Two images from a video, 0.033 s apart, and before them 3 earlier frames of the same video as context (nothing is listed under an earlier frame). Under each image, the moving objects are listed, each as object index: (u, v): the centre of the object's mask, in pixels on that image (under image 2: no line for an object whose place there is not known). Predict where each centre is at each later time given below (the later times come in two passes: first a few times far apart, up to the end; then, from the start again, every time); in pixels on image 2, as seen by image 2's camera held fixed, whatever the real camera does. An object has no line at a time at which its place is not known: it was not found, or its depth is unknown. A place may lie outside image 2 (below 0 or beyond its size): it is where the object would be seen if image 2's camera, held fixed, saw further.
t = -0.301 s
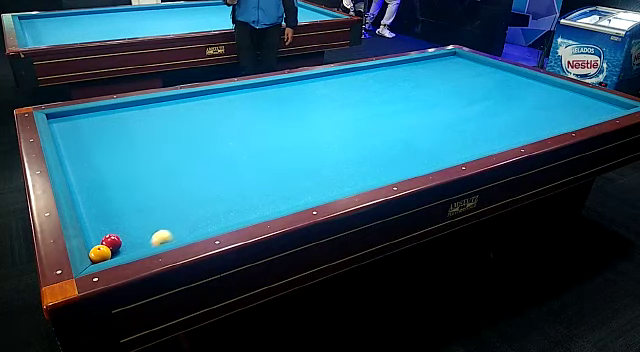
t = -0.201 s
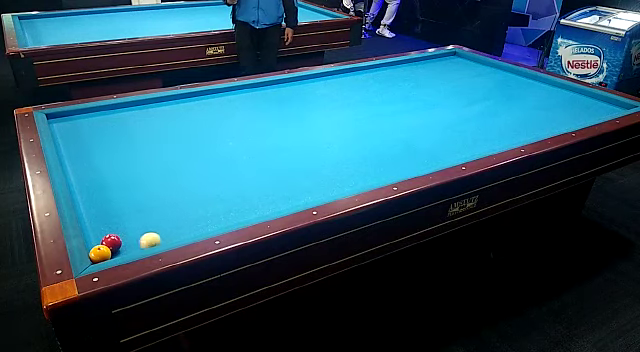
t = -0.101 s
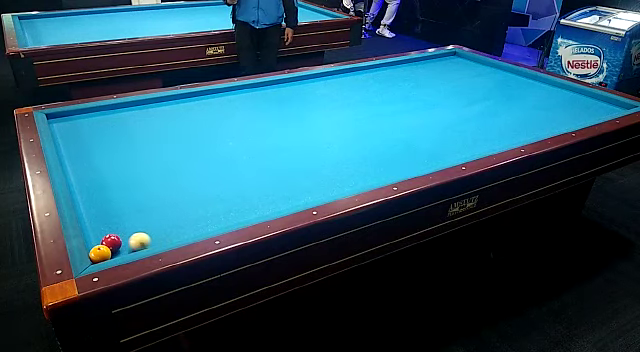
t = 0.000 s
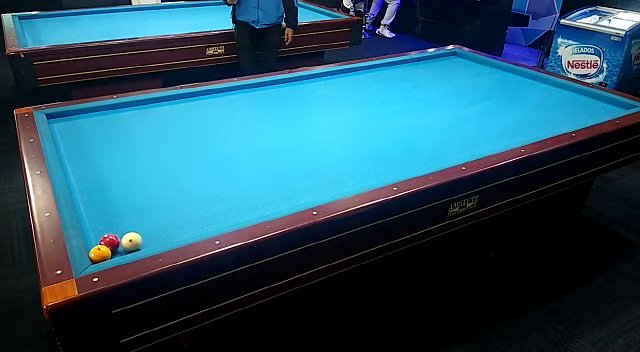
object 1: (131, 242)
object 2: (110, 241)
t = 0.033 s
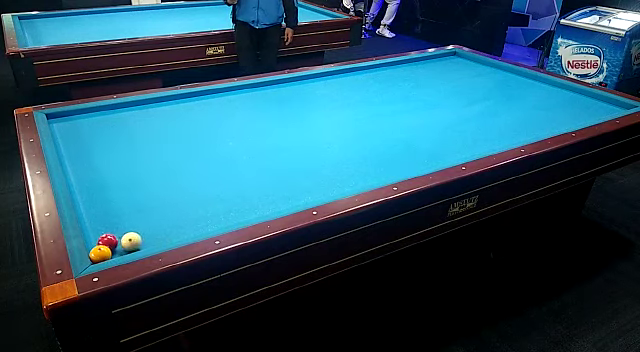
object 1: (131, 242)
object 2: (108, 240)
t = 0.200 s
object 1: (128, 241)
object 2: (99, 239)
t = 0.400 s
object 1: (126, 239)
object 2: (96, 239)
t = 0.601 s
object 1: (124, 239)
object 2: (98, 236)
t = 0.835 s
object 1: (123, 238)
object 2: (101, 233)
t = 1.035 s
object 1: (122, 237)
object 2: (103, 230)
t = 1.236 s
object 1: (120, 236)
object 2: (105, 228)
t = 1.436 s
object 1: (120, 236)
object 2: (107, 226)
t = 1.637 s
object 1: (120, 236)
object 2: (109, 224)
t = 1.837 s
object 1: (121, 236)
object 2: (110, 223)
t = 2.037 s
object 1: (121, 236)
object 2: (111, 222)
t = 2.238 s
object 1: (121, 236)
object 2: (112, 221)
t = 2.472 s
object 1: (121, 236)
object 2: (113, 221)
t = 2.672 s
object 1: (121, 236)
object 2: (113, 220)
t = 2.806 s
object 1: (121, 236)
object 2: (113, 220)
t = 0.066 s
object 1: (130, 242)
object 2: (107, 240)
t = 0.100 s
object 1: (130, 241)
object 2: (105, 240)
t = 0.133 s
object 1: (129, 241)
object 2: (103, 240)
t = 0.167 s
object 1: (129, 241)
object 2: (101, 239)
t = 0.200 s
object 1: (128, 241)
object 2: (99, 239)
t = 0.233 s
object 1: (128, 240)
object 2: (98, 239)
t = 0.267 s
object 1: (128, 240)
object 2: (97, 239)
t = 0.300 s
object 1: (127, 240)
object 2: (95, 239)
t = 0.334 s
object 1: (127, 240)
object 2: (95, 239)
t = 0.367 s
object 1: (126, 240)
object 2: (95, 239)
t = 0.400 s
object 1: (126, 239)
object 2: (96, 239)
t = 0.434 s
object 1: (126, 239)
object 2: (96, 238)
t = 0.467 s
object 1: (125, 239)
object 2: (96, 238)
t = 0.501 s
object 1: (125, 239)
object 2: (97, 237)
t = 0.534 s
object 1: (125, 239)
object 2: (97, 237)
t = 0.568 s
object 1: (124, 239)
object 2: (98, 236)
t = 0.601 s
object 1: (124, 239)
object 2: (98, 236)
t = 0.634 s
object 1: (124, 238)
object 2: (99, 236)
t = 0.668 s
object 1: (124, 238)
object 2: (99, 235)
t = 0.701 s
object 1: (123, 238)
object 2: (100, 235)
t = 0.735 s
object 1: (123, 238)
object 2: (100, 234)
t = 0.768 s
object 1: (123, 238)
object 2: (101, 234)
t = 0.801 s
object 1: (123, 238)
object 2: (101, 234)
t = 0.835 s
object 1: (123, 238)
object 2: (101, 233)
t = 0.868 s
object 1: (122, 238)
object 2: (102, 232)
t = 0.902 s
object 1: (122, 238)
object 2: (102, 232)
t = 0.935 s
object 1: (122, 237)
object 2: (102, 232)
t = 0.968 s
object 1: (122, 237)
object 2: (103, 231)
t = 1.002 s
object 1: (122, 237)
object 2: (103, 231)
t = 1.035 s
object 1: (122, 237)
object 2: (103, 230)
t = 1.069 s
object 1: (121, 237)
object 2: (104, 230)
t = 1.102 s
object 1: (121, 237)
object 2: (104, 230)
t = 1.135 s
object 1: (121, 237)
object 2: (104, 229)
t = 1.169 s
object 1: (121, 237)
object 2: (105, 228)
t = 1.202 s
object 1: (121, 236)
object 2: (105, 228)
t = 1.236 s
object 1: (120, 236)
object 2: (105, 228)
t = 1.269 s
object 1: (120, 236)
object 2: (105, 228)
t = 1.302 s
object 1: (120, 236)
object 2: (106, 227)
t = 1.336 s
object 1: (120, 236)
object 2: (106, 227)
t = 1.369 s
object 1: (120, 236)
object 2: (106, 227)
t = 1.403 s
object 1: (120, 236)
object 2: (106, 226)
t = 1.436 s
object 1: (120, 236)
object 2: (107, 226)
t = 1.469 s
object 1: (120, 236)
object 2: (107, 226)
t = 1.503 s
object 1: (120, 236)
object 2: (108, 225)
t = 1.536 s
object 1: (120, 236)
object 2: (108, 225)
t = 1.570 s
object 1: (120, 236)
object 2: (108, 225)
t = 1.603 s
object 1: (120, 236)
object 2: (108, 224)
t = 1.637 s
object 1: (120, 236)
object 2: (109, 224)
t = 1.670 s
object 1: (120, 236)
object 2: (109, 224)
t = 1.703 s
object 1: (120, 236)
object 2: (109, 224)
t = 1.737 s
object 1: (120, 236)
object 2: (109, 224)
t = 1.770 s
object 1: (120, 236)
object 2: (110, 224)
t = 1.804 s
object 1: (121, 236)
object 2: (110, 223)
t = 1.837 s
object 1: (121, 236)
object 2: (110, 223)
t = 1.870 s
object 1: (121, 236)
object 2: (110, 223)
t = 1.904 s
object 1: (121, 236)
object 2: (110, 223)
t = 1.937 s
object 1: (121, 236)
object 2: (111, 222)
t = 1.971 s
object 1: (121, 236)
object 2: (111, 222)
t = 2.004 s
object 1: (121, 236)
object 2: (111, 222)
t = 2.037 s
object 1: (121, 236)
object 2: (111, 222)
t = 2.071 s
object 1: (121, 236)
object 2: (111, 222)
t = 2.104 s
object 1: (121, 236)
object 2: (112, 222)
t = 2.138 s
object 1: (121, 236)
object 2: (112, 222)
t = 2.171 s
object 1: (121, 236)
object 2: (112, 221)
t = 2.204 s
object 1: (121, 236)
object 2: (112, 221)
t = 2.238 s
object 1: (121, 236)
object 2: (112, 221)
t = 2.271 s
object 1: (121, 236)
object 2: (112, 221)
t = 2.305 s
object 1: (121, 236)
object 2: (112, 221)
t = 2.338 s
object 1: (121, 236)
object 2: (112, 221)
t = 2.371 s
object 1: (121, 236)
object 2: (112, 221)
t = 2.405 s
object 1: (121, 236)
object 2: (112, 221)
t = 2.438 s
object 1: (121, 236)
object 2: (113, 221)
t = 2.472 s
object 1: (121, 236)
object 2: (113, 221)
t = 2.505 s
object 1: (121, 236)
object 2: (113, 221)
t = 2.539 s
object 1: (121, 236)
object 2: (113, 220)
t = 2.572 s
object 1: (121, 236)
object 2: (113, 220)
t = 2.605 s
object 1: (121, 236)
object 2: (113, 220)
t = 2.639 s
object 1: (121, 236)
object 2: (113, 220)
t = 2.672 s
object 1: (121, 236)
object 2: (113, 220)
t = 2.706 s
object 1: (121, 236)
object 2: (113, 220)
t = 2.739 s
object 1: (121, 236)
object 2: (113, 220)
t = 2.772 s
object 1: (121, 236)
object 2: (113, 220)
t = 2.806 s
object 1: (121, 236)
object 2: (113, 220)
